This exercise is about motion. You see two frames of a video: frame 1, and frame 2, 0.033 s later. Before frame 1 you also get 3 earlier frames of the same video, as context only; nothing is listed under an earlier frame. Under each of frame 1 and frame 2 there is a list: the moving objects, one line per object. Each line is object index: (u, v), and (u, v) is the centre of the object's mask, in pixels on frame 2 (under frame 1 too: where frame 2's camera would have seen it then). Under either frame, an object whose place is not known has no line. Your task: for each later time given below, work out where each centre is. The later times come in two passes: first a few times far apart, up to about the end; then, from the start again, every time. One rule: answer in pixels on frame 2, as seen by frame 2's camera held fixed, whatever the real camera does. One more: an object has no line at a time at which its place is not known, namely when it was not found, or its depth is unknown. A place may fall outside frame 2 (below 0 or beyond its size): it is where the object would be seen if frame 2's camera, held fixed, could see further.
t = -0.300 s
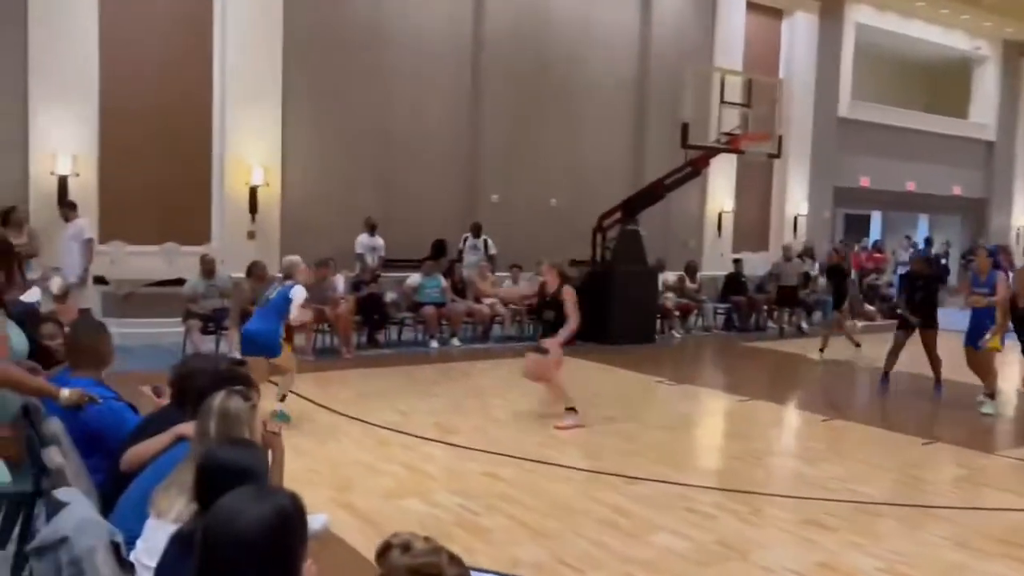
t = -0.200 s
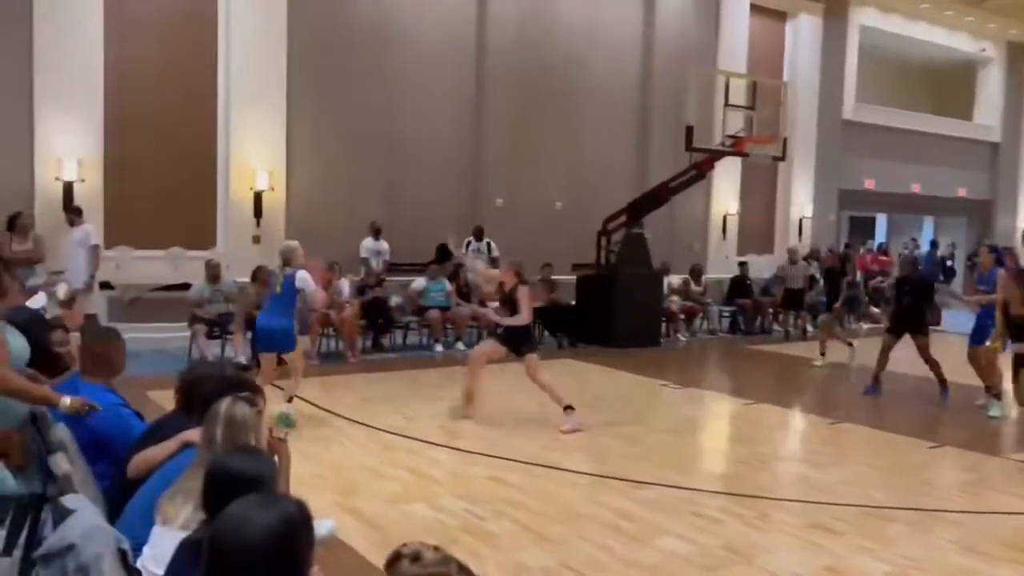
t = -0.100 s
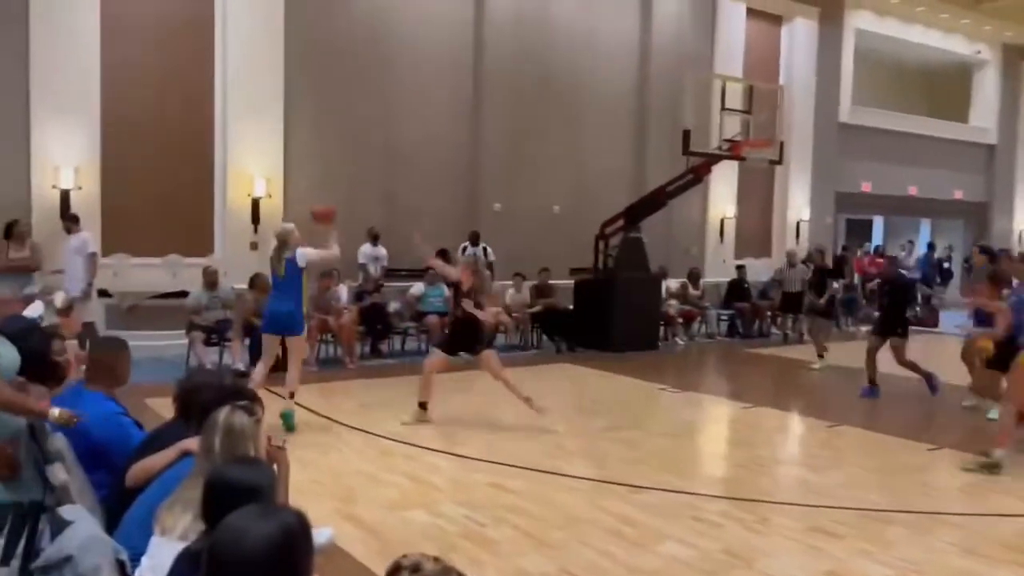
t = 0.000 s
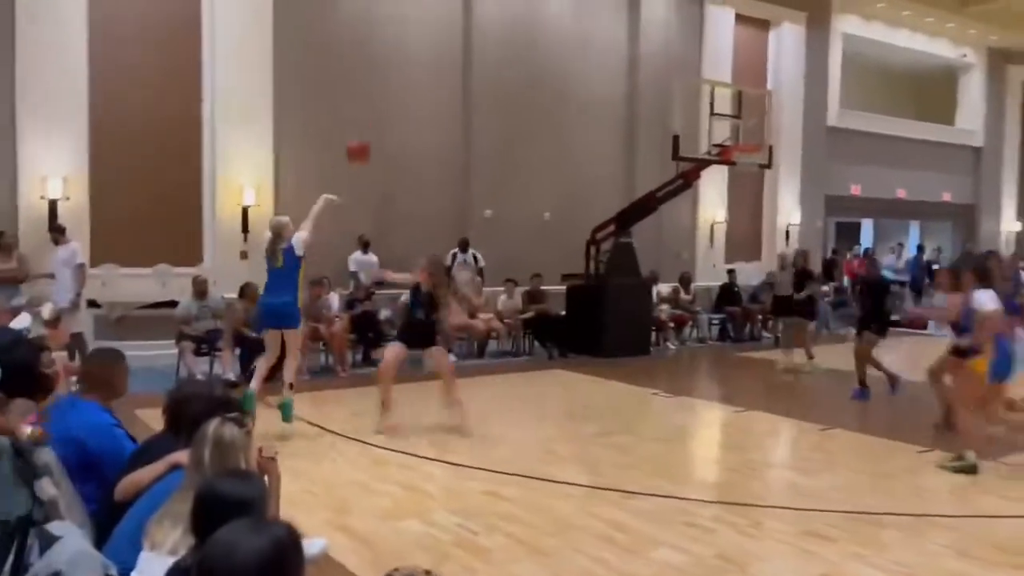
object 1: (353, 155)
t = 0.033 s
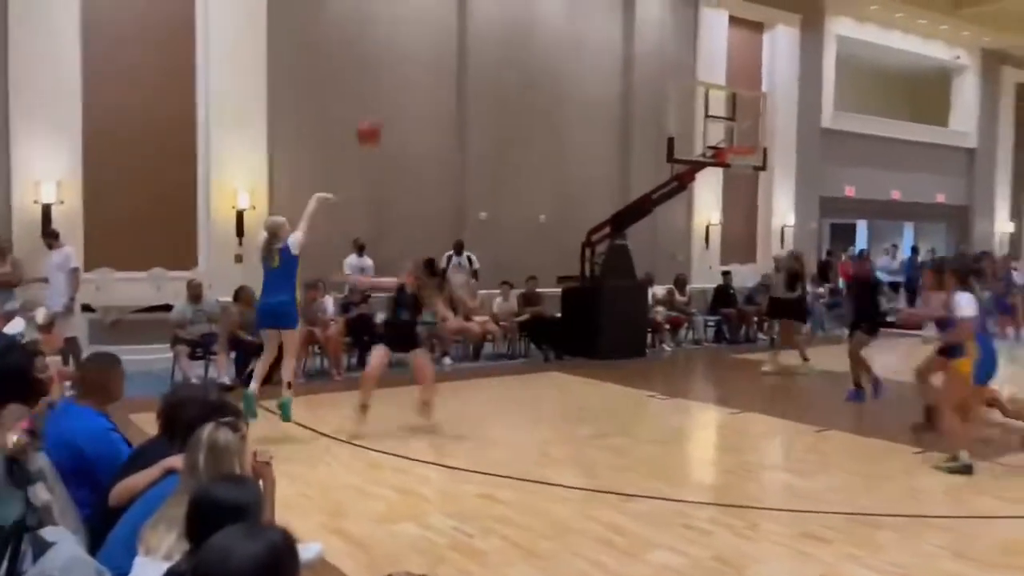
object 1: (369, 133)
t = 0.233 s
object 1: (455, 38)
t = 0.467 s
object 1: (542, -11)
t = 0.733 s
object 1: (626, -4)
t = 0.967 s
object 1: (686, 49)
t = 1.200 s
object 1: (737, 132)
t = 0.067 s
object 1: (384, 113)
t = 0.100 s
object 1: (398, 95)
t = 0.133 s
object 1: (413, 79)
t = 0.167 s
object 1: (427, 63)
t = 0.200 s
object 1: (441, 50)
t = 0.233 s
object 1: (455, 38)
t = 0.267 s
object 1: (468, 27)
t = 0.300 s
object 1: (482, 18)
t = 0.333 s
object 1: (494, 10)
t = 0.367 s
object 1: (506, 3)
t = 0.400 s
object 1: (519, -3)
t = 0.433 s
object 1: (530, -7)
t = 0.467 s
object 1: (542, -11)
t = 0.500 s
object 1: (553, -13)
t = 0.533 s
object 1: (565, -14)
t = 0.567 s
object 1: (575, -13)
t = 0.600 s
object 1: (586, -14)
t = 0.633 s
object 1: (596, -12)
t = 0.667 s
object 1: (606, -9)
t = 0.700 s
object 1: (616, -8)
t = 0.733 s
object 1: (626, -4)
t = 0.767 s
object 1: (635, 3)
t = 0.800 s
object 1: (645, 9)
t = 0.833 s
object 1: (654, 15)
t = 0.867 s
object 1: (662, 23)
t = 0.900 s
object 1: (671, 30)
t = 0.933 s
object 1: (679, 39)
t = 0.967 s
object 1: (686, 49)
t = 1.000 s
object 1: (695, 59)
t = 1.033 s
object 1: (702, 69)
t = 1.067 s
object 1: (709, 81)
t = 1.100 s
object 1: (717, 93)
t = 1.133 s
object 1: (723, 104)
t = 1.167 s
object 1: (731, 118)
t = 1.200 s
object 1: (737, 132)
